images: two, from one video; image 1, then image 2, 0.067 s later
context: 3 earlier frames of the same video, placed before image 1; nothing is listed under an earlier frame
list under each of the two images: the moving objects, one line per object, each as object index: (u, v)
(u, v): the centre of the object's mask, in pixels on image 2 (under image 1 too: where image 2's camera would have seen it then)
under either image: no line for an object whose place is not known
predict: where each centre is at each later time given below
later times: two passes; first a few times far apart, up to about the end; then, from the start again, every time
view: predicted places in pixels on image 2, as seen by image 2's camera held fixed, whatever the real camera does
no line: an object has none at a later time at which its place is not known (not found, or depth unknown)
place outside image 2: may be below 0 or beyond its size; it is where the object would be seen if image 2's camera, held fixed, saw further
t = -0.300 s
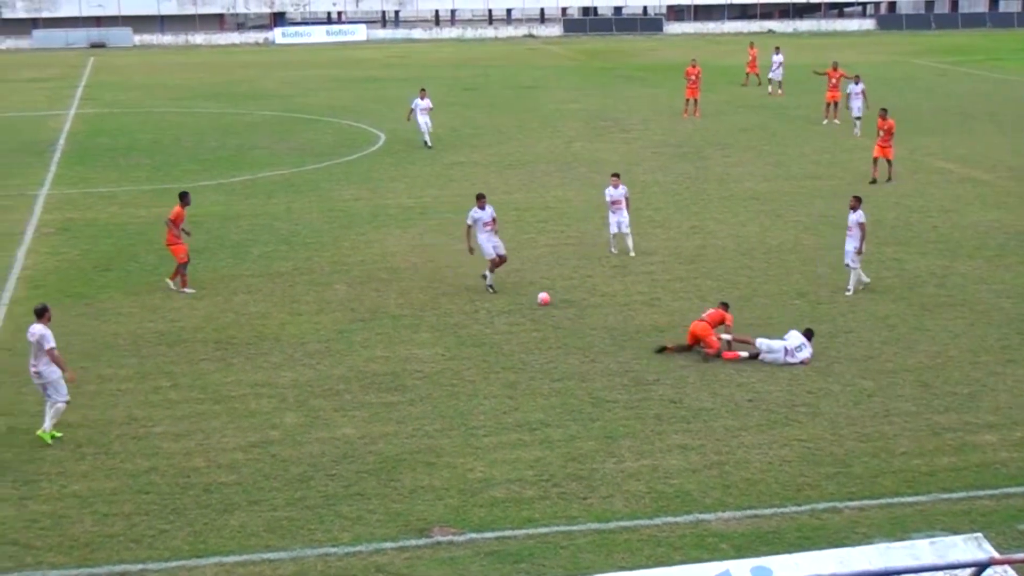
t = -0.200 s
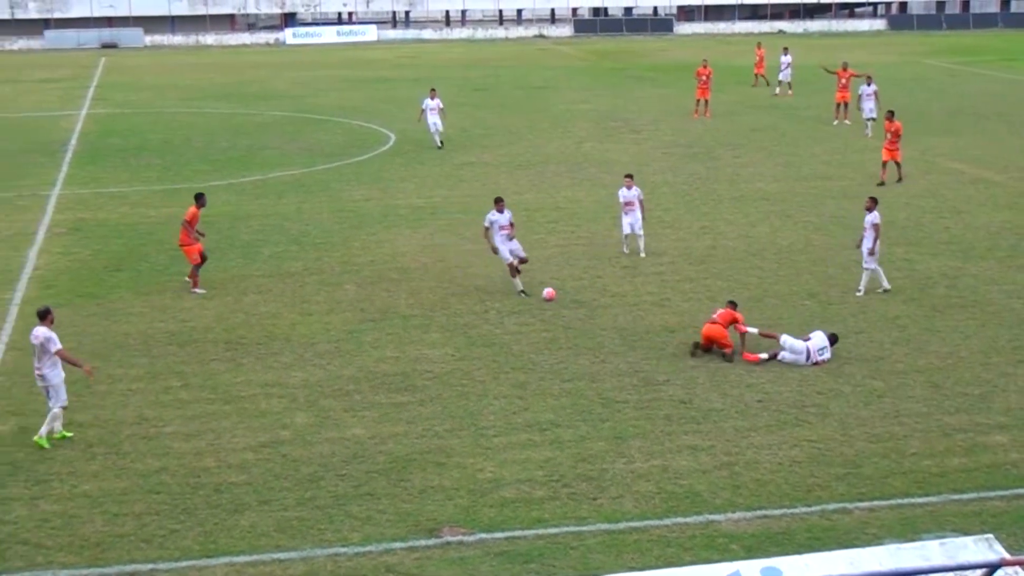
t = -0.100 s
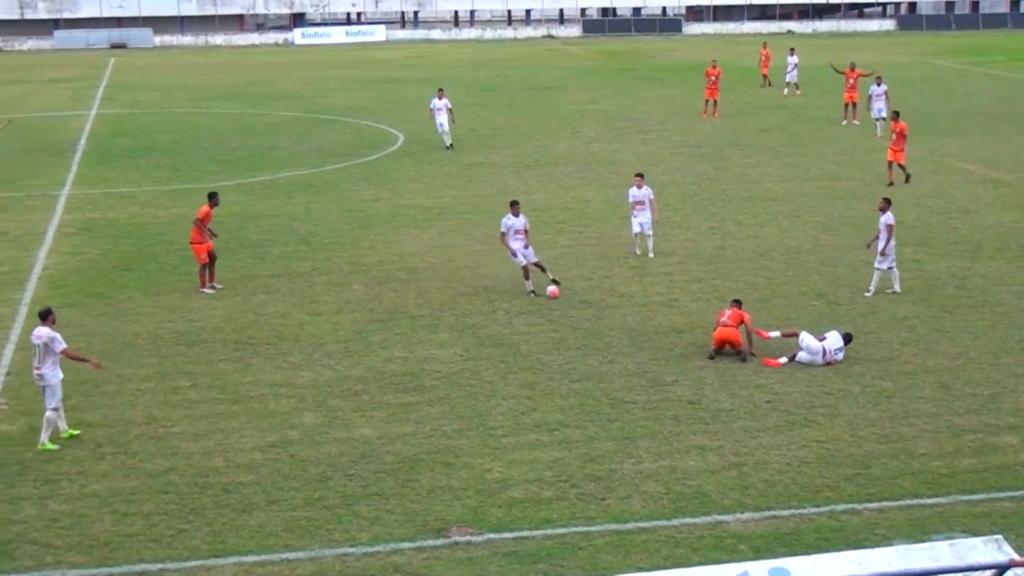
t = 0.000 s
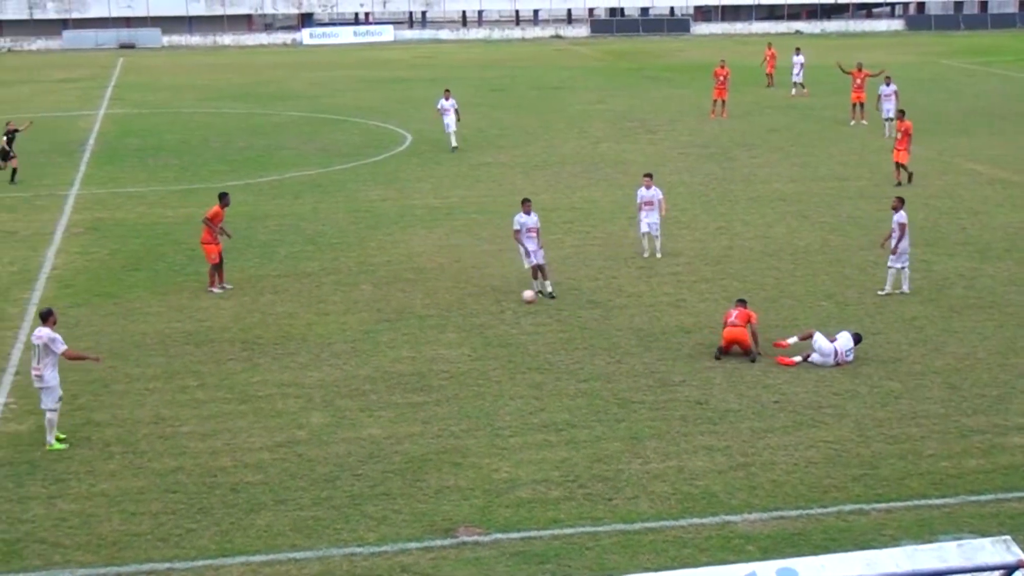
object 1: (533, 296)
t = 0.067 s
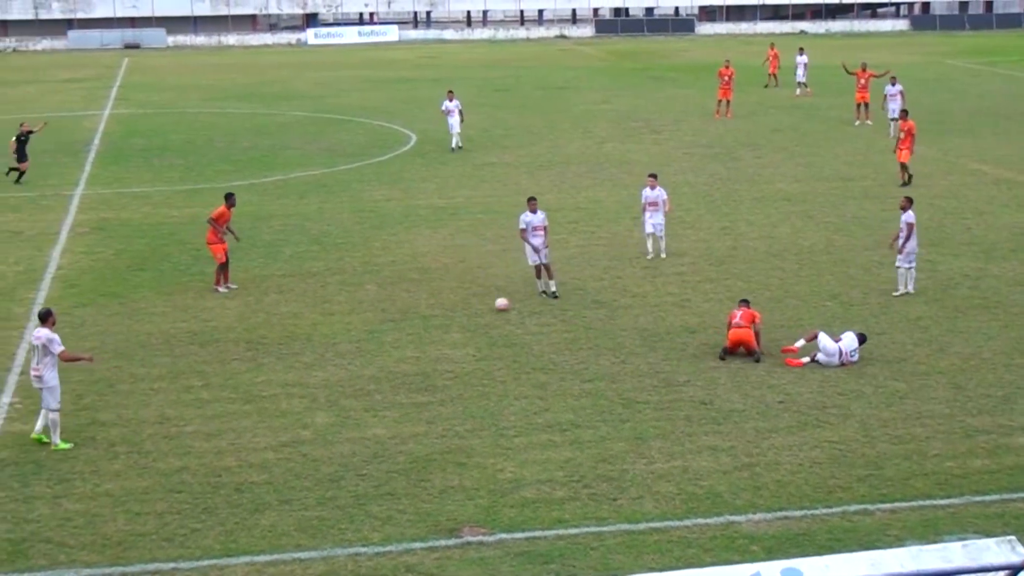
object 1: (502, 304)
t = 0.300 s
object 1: (393, 328)
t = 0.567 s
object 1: (273, 353)
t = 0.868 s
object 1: (147, 380)
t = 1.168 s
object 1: (30, 401)
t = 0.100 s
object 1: (486, 307)
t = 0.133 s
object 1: (470, 311)
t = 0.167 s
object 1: (454, 314)
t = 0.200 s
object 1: (439, 318)
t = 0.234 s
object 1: (424, 321)
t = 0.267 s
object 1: (408, 324)
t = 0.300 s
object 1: (393, 328)
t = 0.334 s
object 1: (377, 332)
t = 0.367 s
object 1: (362, 335)
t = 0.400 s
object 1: (348, 337)
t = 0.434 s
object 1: (333, 340)
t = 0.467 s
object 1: (318, 344)
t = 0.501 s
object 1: (303, 347)
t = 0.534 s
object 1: (288, 350)
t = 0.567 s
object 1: (273, 353)
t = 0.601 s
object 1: (258, 356)
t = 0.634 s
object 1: (244, 360)
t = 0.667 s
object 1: (230, 362)
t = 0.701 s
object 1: (215, 364)
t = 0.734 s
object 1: (202, 368)
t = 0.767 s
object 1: (187, 372)
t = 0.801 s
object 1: (172, 375)
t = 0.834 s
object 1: (159, 377)
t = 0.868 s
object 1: (147, 380)
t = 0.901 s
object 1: (133, 382)
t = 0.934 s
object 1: (119, 385)
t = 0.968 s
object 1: (106, 388)
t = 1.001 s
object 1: (93, 391)
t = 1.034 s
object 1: (81, 392)
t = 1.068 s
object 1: (68, 394)
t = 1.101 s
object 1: (55, 397)
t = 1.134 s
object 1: (43, 400)
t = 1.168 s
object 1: (30, 401)
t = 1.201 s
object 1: (18, 404)
